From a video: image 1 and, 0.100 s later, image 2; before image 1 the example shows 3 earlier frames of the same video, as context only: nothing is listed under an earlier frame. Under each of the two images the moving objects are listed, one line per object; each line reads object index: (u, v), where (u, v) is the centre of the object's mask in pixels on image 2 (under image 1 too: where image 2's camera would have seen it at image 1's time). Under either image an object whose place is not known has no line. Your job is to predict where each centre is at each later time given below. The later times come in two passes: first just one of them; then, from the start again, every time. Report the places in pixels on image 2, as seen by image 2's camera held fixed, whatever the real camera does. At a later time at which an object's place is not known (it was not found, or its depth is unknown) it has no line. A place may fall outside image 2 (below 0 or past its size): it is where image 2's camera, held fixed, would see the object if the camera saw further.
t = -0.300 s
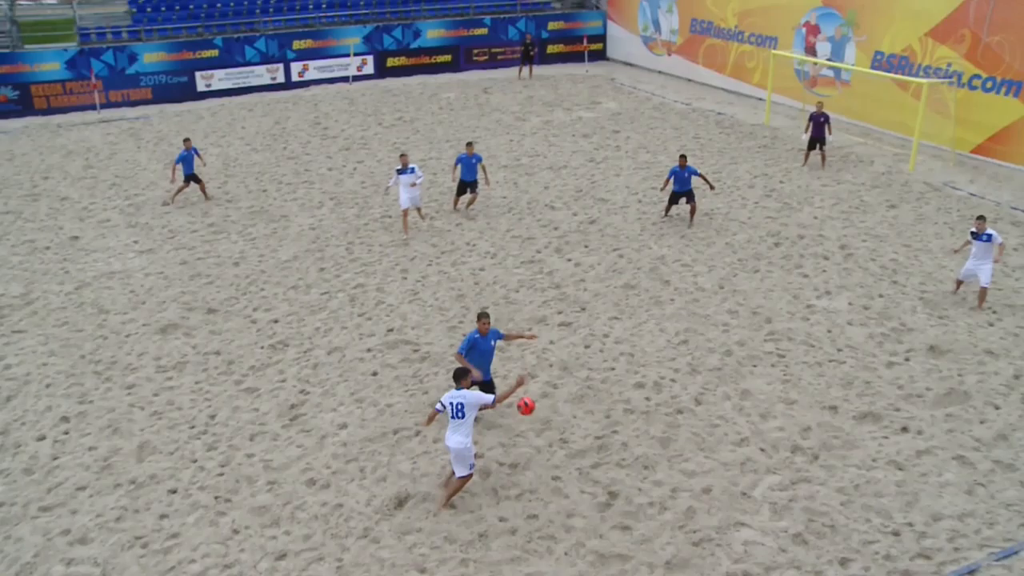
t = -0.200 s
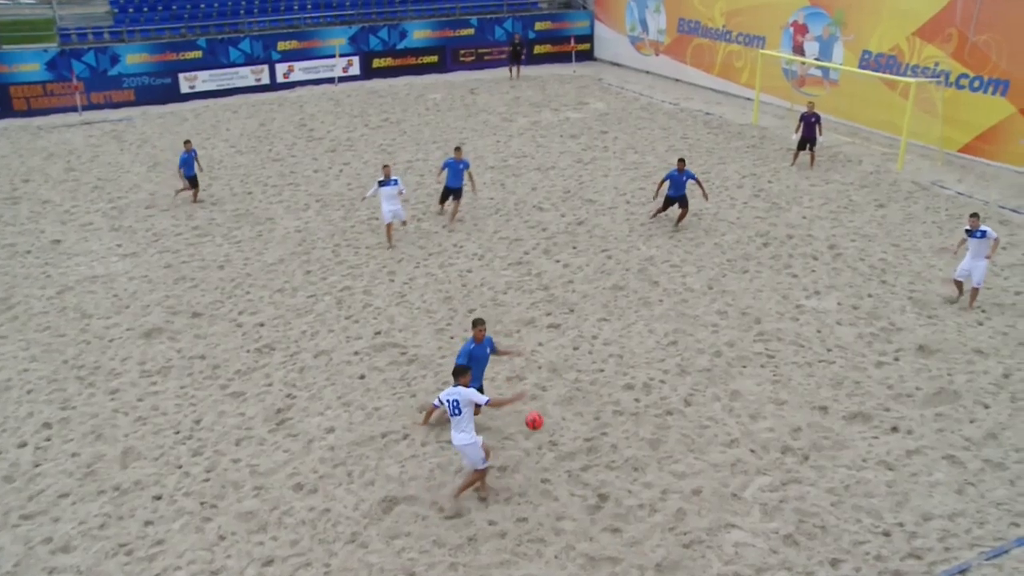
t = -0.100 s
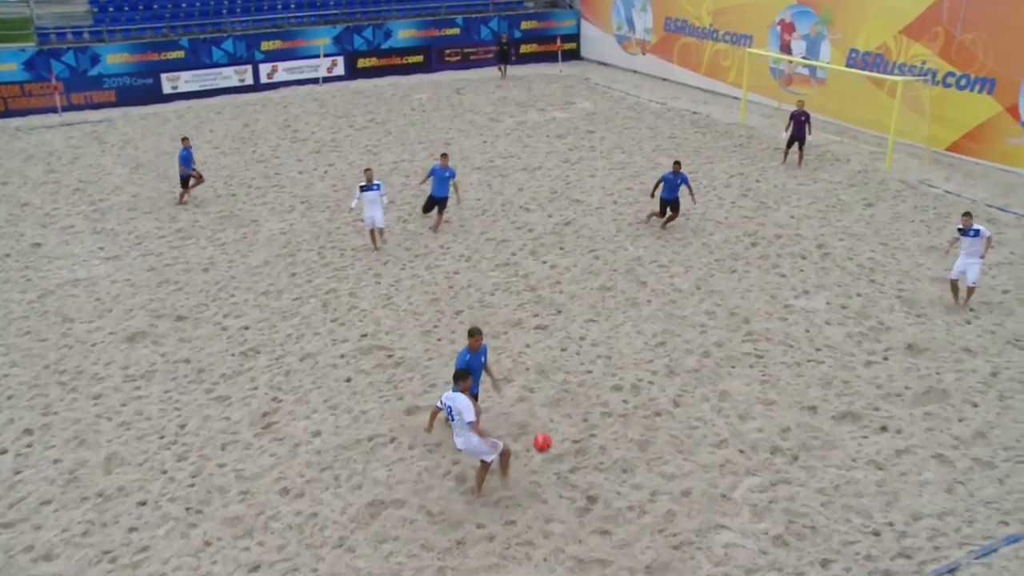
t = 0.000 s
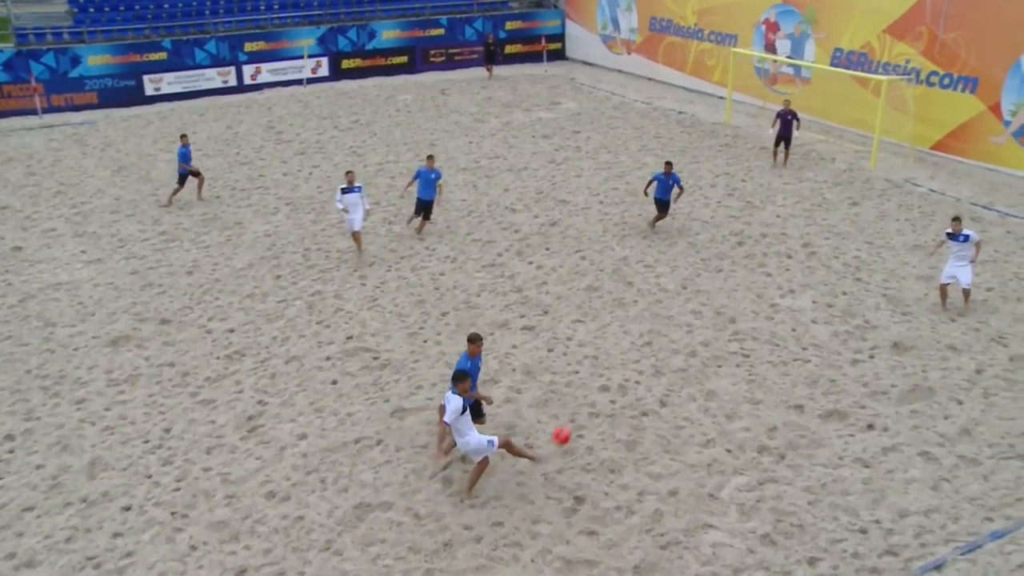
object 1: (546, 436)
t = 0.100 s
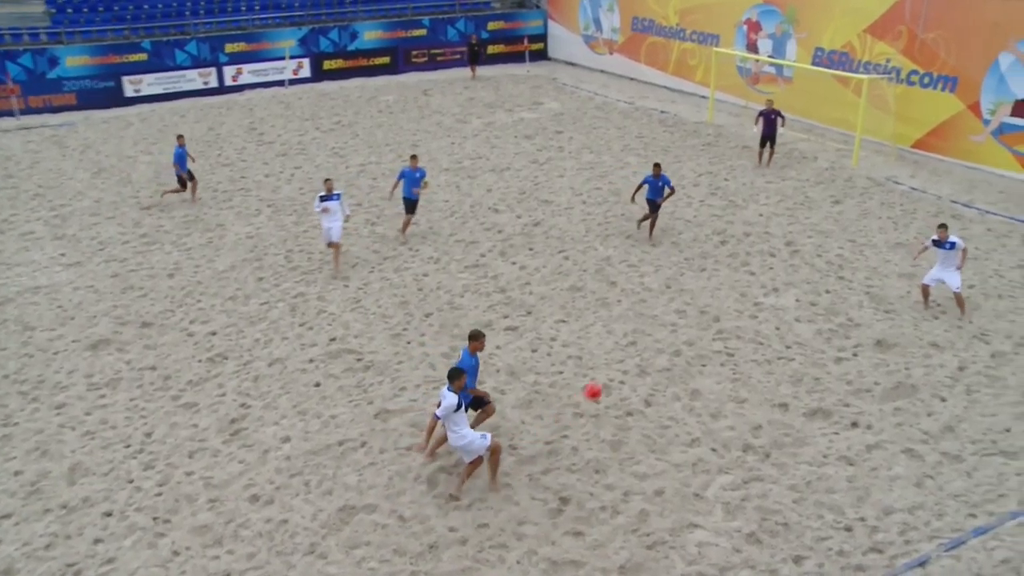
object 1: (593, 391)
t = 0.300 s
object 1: (680, 328)
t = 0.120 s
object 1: (602, 384)
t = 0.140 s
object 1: (611, 376)
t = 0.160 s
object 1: (620, 368)
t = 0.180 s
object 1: (629, 361)
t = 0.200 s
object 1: (638, 355)
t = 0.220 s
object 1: (647, 349)
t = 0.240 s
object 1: (656, 343)
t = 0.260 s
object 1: (663, 338)
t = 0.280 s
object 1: (672, 332)
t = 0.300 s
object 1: (680, 328)
